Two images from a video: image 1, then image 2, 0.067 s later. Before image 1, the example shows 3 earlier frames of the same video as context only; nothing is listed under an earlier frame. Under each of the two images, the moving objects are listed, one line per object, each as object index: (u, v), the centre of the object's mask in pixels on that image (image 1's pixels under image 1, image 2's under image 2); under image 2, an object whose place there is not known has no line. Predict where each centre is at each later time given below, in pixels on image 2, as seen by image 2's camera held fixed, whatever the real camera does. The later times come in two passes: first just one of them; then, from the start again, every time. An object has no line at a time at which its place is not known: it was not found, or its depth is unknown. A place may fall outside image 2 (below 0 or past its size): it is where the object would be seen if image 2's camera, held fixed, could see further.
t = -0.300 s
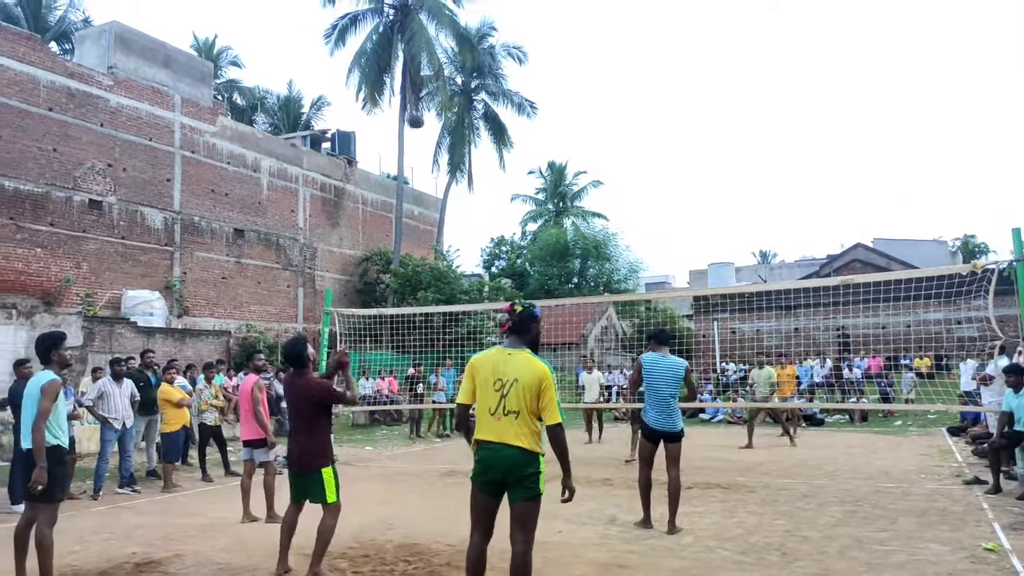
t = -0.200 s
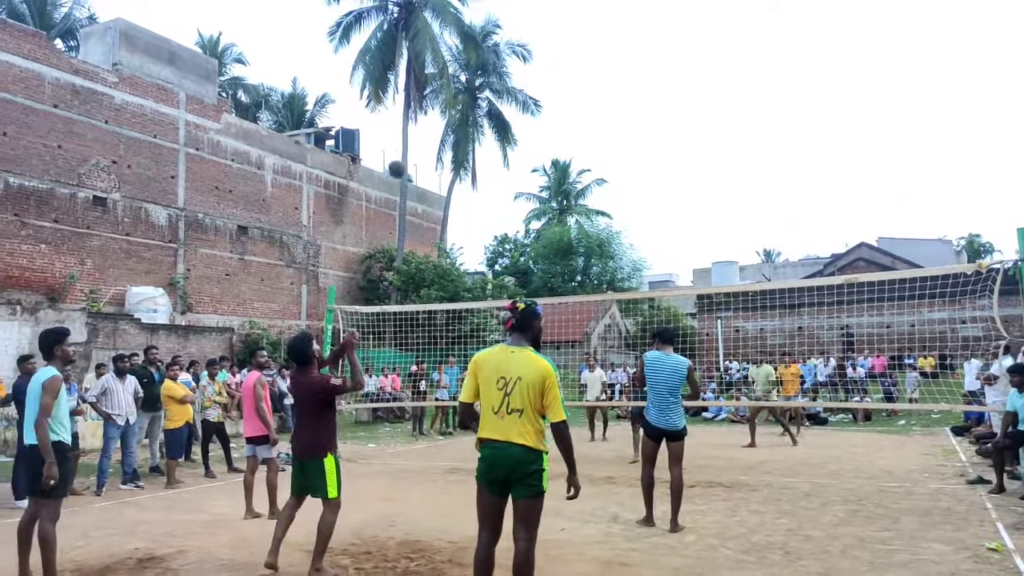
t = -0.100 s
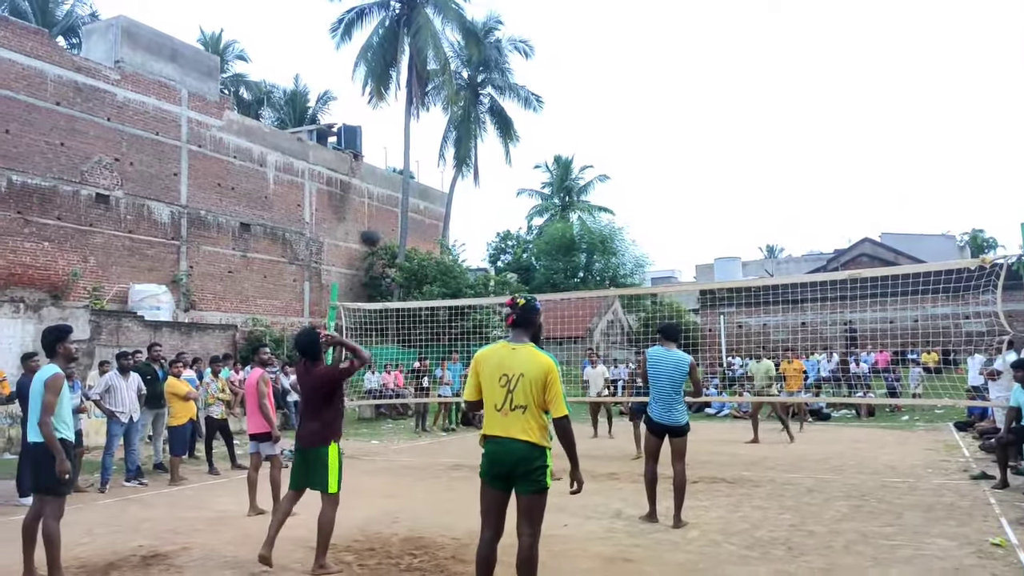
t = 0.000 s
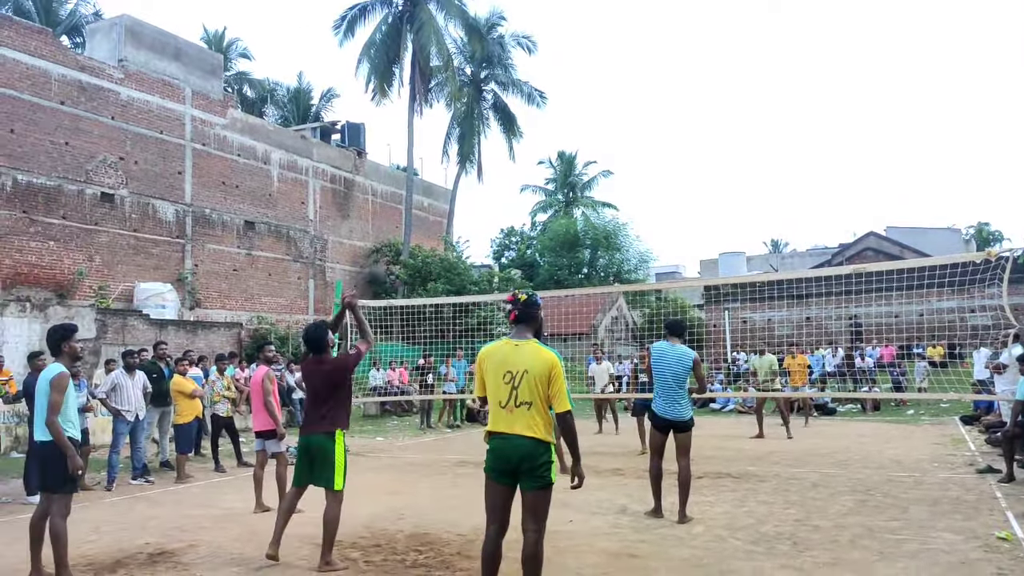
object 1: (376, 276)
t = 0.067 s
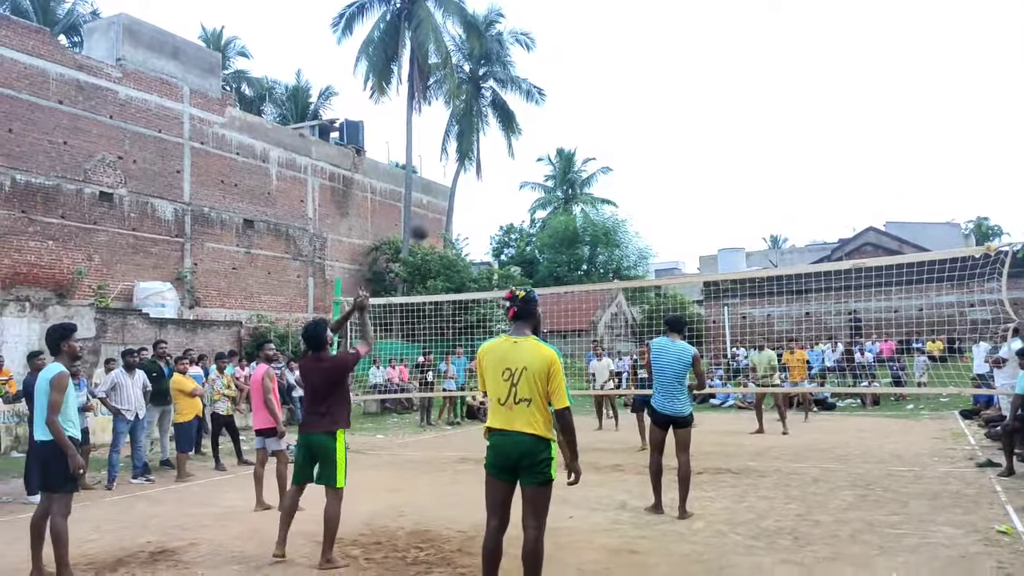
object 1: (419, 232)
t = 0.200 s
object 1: (490, 174)
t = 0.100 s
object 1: (438, 214)
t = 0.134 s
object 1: (456, 198)
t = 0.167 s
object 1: (474, 185)
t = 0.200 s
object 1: (490, 174)
